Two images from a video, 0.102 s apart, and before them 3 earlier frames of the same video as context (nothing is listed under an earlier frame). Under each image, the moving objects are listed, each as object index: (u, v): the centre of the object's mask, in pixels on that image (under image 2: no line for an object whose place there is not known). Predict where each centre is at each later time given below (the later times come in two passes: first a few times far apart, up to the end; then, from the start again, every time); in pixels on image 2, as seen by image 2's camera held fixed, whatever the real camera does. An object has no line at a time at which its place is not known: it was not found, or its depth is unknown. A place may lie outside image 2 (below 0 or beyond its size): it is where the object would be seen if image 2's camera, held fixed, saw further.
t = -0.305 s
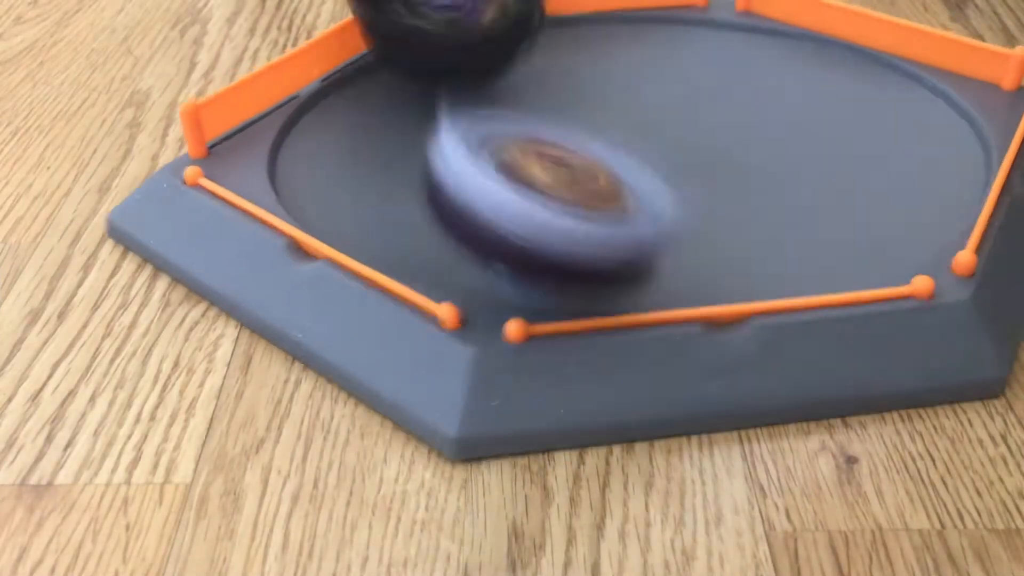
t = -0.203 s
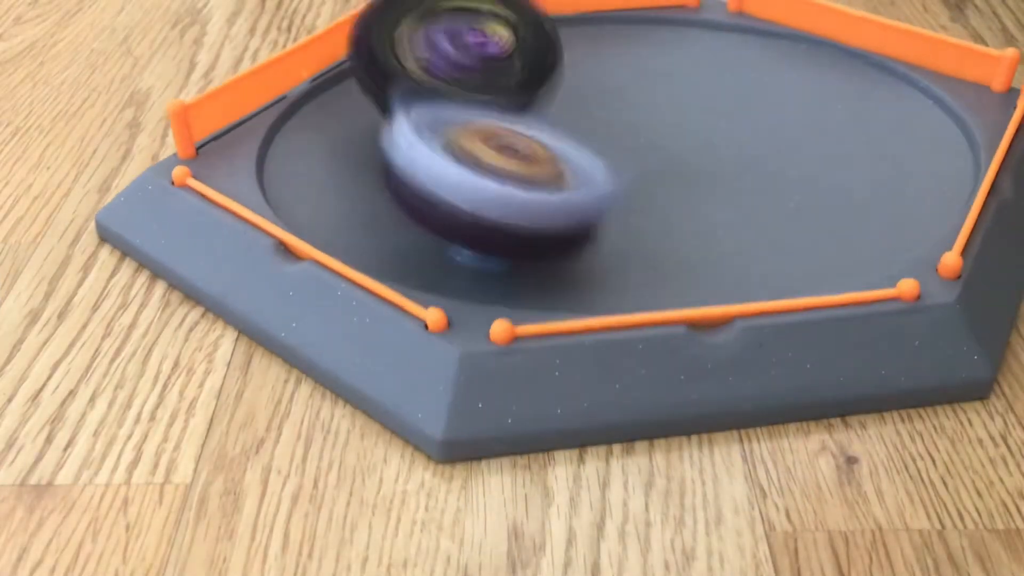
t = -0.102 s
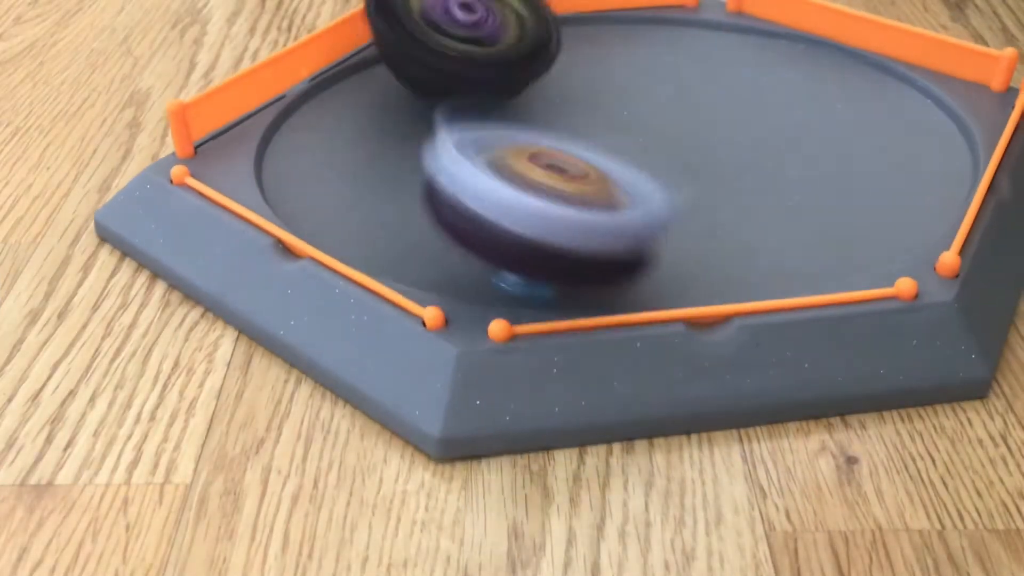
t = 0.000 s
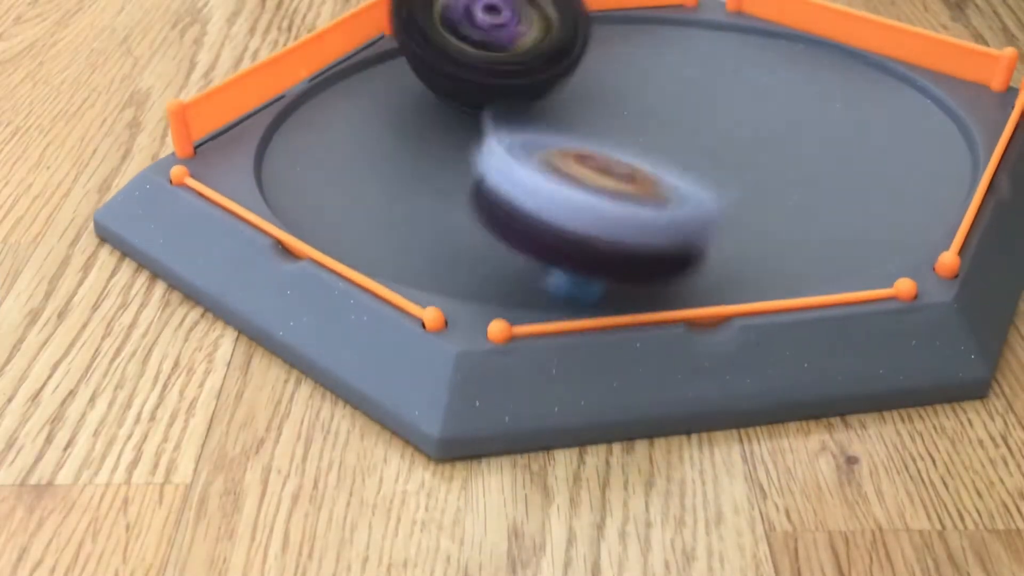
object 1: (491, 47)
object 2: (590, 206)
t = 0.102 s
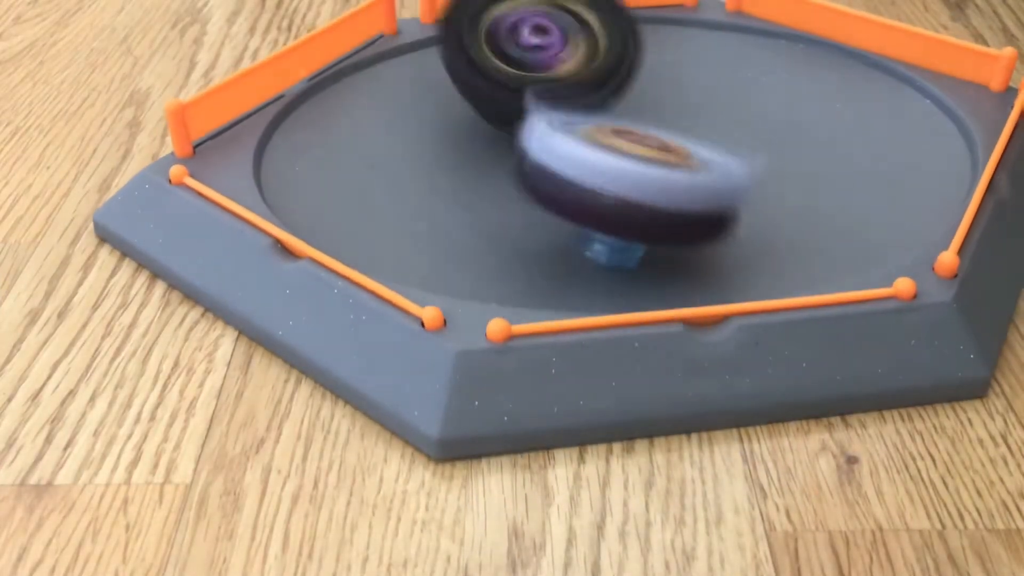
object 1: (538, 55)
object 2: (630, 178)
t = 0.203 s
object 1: (536, 30)
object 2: (759, 174)
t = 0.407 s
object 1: (497, 65)
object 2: (918, 124)
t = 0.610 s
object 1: (562, 129)
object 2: (801, 100)
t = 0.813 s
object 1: (686, 157)
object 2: (648, 31)
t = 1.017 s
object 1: (743, 131)
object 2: (580, 39)
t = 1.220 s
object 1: (830, 102)
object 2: (521, 50)
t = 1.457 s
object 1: (755, 59)
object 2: (505, 86)
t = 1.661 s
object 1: (716, 51)
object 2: (408, 98)
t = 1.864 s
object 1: (669, 60)
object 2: (438, 83)
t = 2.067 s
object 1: (681, 64)
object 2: (444, 88)
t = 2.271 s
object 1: (681, 80)
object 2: (457, 103)
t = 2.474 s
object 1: (723, 90)
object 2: (424, 120)
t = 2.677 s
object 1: (748, 94)
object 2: (401, 120)
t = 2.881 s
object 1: (727, 98)
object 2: (471, 119)
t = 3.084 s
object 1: (731, 80)
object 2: (489, 149)
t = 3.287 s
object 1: (712, 66)
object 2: (454, 119)
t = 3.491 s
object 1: (743, 56)
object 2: (504, 100)
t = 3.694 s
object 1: (733, 58)
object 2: (535, 128)
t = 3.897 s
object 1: (713, 81)
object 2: (494, 118)
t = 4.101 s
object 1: (758, 89)
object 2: (411, 79)
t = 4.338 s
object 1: (771, 104)
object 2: (512, 55)
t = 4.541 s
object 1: (866, 90)
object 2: (507, 71)
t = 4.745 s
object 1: (767, 86)
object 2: (457, 115)
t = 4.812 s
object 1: (721, 85)
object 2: (433, 117)
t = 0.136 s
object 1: (558, 53)
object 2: (641, 163)
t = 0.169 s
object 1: (559, 54)
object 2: (692, 165)
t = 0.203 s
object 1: (536, 30)
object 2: (759, 174)
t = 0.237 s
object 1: (520, 19)
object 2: (821, 162)
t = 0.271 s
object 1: (522, 20)
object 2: (859, 155)
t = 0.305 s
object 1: (502, 30)
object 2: (900, 150)
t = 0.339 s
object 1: (505, 46)
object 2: (917, 142)
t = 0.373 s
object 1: (507, 55)
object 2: (922, 128)
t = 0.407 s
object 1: (497, 65)
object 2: (918, 124)
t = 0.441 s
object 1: (503, 76)
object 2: (912, 123)
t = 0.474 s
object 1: (507, 91)
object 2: (899, 123)
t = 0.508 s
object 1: (512, 99)
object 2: (880, 111)
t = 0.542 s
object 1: (529, 112)
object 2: (857, 112)
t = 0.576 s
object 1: (540, 122)
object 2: (830, 105)
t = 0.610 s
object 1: (562, 129)
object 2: (801, 100)
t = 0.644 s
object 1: (583, 137)
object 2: (768, 87)
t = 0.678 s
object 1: (595, 145)
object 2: (751, 71)
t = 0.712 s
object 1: (614, 150)
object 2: (729, 58)
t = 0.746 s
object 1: (636, 160)
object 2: (698, 47)
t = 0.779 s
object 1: (650, 159)
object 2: (680, 39)
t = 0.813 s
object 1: (686, 157)
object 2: (648, 31)
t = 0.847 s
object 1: (700, 150)
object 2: (636, 30)
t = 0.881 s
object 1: (706, 144)
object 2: (626, 31)
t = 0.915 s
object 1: (714, 138)
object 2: (617, 34)
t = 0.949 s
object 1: (712, 130)
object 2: (609, 36)
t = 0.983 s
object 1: (722, 129)
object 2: (596, 38)
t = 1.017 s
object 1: (743, 131)
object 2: (580, 39)
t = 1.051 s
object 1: (767, 128)
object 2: (561, 38)
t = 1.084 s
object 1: (793, 128)
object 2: (545, 39)
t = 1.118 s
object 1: (809, 125)
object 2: (534, 40)
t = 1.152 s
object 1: (823, 117)
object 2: (526, 42)
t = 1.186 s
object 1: (831, 109)
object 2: (521, 47)
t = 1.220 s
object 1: (830, 102)
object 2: (521, 50)
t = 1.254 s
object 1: (823, 93)
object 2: (523, 54)
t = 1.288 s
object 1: (813, 88)
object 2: (526, 60)
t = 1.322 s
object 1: (797, 84)
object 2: (530, 65)
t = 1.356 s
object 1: (776, 78)
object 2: (538, 69)
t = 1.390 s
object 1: (756, 74)
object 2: (544, 73)
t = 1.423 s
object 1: (754, 67)
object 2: (529, 79)
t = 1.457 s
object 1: (755, 59)
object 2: (505, 86)
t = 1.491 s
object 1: (753, 55)
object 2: (481, 91)
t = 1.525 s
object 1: (748, 52)
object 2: (459, 95)
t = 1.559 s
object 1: (740, 52)
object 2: (438, 98)
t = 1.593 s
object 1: (733, 50)
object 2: (425, 99)
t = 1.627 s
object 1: (724, 50)
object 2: (414, 99)
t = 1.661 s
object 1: (716, 51)
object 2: (408, 98)
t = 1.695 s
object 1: (707, 52)
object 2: (406, 96)
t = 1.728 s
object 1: (699, 53)
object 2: (406, 96)
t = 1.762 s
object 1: (690, 54)
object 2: (412, 91)
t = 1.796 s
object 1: (683, 56)
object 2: (418, 89)
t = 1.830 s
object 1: (675, 58)
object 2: (429, 86)
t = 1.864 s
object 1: (669, 60)
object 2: (438, 83)
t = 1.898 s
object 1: (662, 62)
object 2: (450, 81)
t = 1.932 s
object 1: (665, 64)
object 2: (454, 80)
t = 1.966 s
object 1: (668, 62)
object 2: (449, 81)
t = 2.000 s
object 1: (675, 63)
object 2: (448, 83)
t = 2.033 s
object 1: (677, 63)
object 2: (445, 85)
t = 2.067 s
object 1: (681, 64)
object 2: (444, 88)
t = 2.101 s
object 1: (680, 66)
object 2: (446, 90)
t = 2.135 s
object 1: (681, 69)
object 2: (446, 91)
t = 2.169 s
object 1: (680, 71)
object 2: (447, 94)
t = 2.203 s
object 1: (681, 74)
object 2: (452, 96)
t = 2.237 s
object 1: (680, 76)
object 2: (454, 99)
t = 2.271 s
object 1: (681, 80)
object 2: (457, 103)
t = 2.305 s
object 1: (680, 83)
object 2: (461, 106)
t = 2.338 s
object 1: (680, 87)
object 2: (464, 107)
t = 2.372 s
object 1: (682, 89)
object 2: (462, 110)
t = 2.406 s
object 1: (696, 88)
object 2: (448, 114)
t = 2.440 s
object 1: (712, 89)
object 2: (435, 116)
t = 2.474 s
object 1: (723, 90)
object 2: (424, 120)
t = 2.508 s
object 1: (730, 91)
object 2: (414, 122)
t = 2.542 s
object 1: (737, 92)
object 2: (407, 122)
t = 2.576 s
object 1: (741, 92)
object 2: (403, 123)
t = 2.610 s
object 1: (745, 93)
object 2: (399, 122)
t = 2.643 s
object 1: (747, 93)
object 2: (398, 121)
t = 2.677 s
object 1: (748, 94)
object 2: (401, 120)
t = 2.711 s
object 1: (749, 95)
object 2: (406, 118)
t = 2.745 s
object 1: (747, 95)
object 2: (412, 117)
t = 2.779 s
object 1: (745, 95)
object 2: (419, 116)
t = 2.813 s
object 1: (738, 97)
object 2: (444, 116)
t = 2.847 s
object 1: (732, 97)
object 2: (457, 116)
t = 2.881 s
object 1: (727, 98)
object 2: (471, 119)
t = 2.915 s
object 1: (720, 99)
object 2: (488, 122)
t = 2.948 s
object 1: (715, 98)
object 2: (505, 125)
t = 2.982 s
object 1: (722, 92)
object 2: (507, 135)
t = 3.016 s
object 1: (728, 88)
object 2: (503, 141)
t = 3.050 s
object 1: (729, 84)
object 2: (496, 146)
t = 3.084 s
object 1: (731, 80)
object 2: (489, 149)
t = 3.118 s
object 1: (728, 76)
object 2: (481, 150)
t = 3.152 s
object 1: (726, 73)
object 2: (470, 149)
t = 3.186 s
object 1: (722, 71)
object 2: (460, 145)
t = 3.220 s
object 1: (720, 69)
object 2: (451, 137)
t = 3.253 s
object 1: (715, 67)
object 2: (449, 129)
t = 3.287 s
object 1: (712, 66)
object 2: (454, 119)
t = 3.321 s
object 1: (707, 66)
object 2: (469, 111)
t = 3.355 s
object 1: (704, 65)
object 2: (488, 104)
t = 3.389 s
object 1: (703, 65)
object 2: (506, 97)
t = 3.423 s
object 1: (720, 62)
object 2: (501, 97)
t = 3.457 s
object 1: (733, 57)
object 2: (501, 98)
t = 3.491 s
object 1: (743, 56)
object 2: (504, 100)
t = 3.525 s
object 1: (745, 54)
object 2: (512, 102)
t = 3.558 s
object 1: (748, 53)
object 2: (520, 108)
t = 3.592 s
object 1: (744, 52)
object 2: (528, 114)
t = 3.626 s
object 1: (743, 54)
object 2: (533, 119)
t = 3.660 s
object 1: (737, 55)
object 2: (536, 126)
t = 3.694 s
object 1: (733, 58)
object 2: (535, 128)
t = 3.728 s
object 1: (726, 59)
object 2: (532, 131)
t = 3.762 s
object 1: (721, 63)
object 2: (523, 131)
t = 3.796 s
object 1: (715, 66)
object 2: (515, 130)
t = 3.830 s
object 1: (710, 70)
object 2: (510, 129)
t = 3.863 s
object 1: (707, 77)
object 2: (504, 122)
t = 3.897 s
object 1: (713, 81)
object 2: (494, 118)
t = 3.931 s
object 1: (733, 81)
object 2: (464, 117)
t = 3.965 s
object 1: (748, 82)
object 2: (440, 113)
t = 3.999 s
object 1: (753, 84)
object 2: (424, 107)
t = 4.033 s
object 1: (758, 85)
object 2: (414, 100)
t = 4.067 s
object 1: (757, 88)
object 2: (410, 90)
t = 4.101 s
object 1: (758, 89)
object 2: (411, 79)
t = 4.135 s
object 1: (755, 92)
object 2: (420, 71)
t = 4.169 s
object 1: (753, 94)
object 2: (436, 64)
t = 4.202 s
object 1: (748, 97)
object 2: (457, 59)
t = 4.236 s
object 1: (742, 99)
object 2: (481, 57)
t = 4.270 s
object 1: (735, 101)
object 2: (506, 56)
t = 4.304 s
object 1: (731, 104)
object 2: (527, 57)
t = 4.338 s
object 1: (771, 104)
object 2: (512, 55)
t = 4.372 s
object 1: (810, 105)
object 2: (500, 54)
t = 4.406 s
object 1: (840, 105)
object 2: (494, 54)
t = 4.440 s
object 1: (859, 101)
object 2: (494, 56)
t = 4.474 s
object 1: (869, 97)
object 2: (499, 59)
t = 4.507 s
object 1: (872, 92)
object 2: (505, 64)
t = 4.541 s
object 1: (866, 90)
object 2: (507, 71)
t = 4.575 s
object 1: (857, 88)
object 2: (506, 79)
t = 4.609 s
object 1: (843, 86)
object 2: (502, 88)
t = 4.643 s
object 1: (827, 86)
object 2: (495, 97)
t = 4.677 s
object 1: (809, 85)
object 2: (484, 104)
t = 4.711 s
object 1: (788, 85)
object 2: (471, 110)
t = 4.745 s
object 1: (767, 86)
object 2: (457, 115)
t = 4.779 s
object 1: (744, 86)
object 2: (444, 117)
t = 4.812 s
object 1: (721, 85)
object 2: (433, 117)
